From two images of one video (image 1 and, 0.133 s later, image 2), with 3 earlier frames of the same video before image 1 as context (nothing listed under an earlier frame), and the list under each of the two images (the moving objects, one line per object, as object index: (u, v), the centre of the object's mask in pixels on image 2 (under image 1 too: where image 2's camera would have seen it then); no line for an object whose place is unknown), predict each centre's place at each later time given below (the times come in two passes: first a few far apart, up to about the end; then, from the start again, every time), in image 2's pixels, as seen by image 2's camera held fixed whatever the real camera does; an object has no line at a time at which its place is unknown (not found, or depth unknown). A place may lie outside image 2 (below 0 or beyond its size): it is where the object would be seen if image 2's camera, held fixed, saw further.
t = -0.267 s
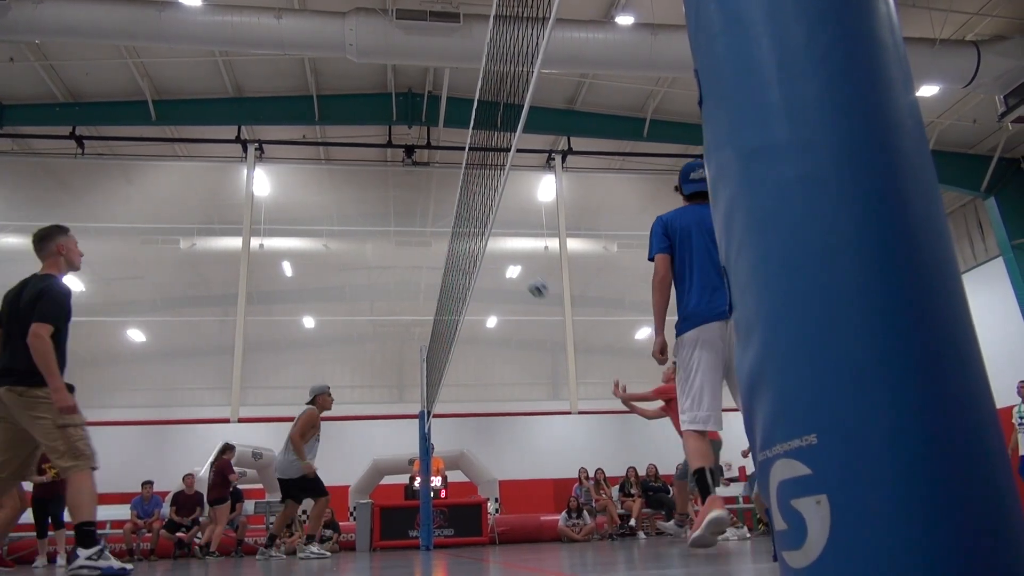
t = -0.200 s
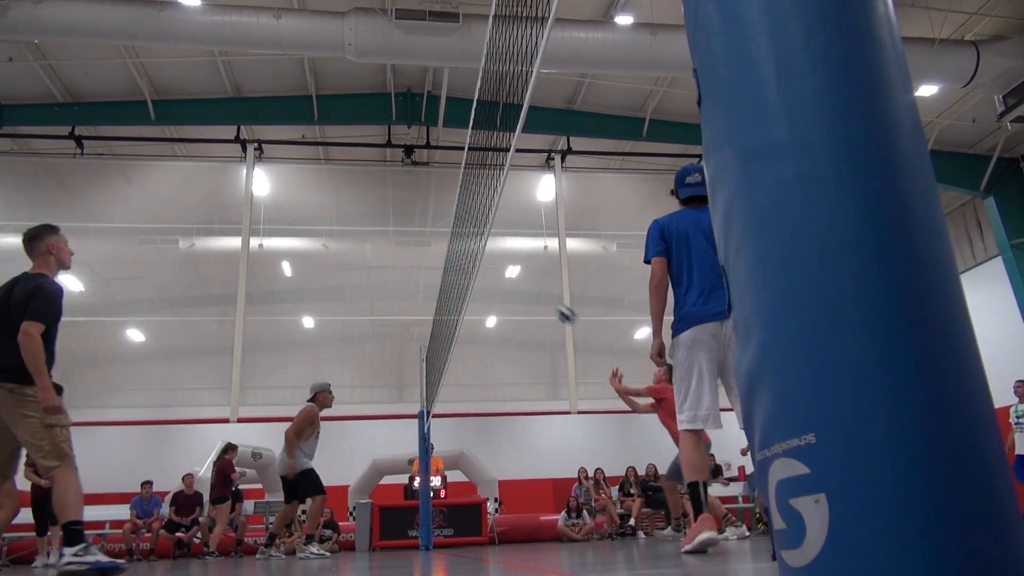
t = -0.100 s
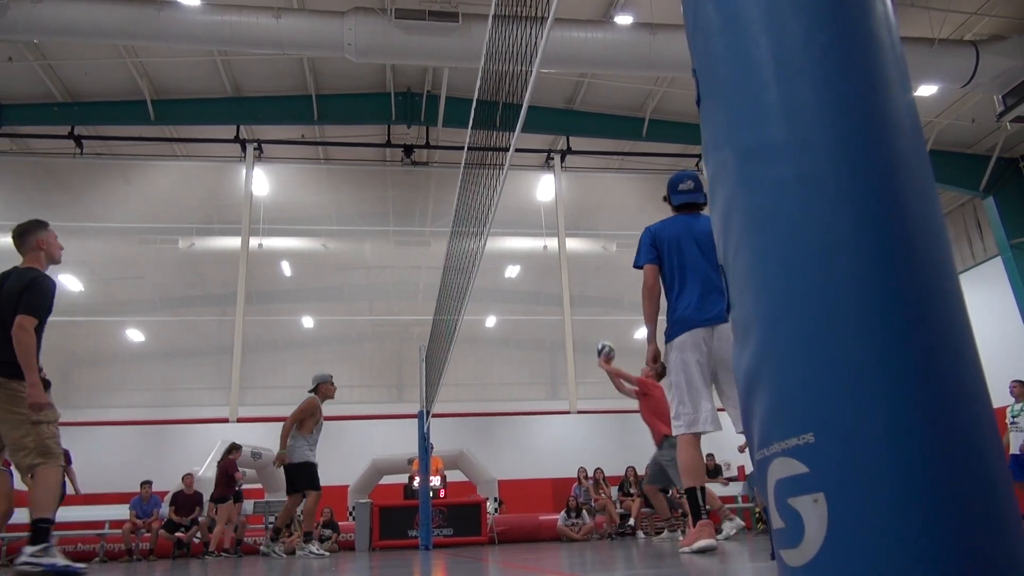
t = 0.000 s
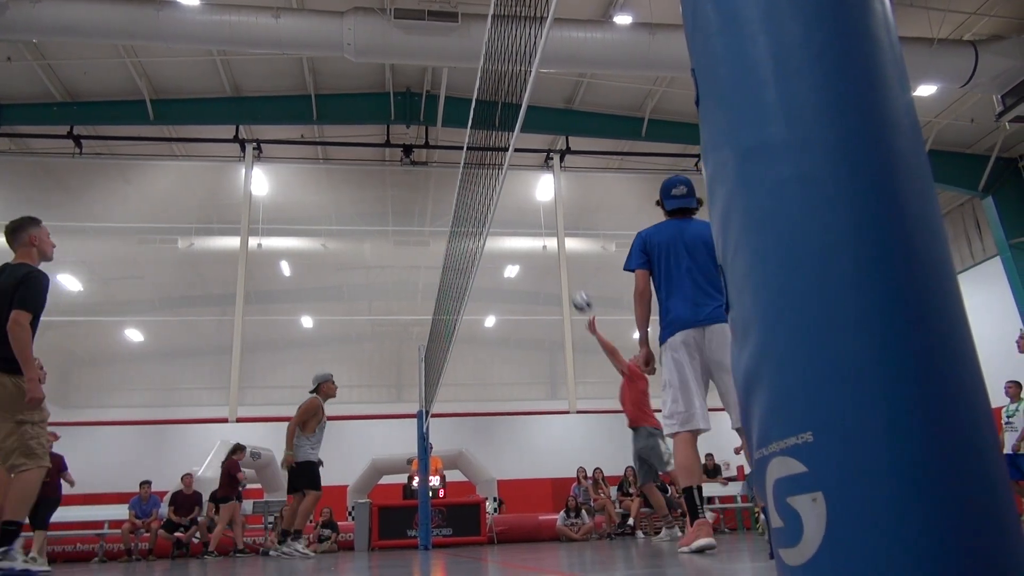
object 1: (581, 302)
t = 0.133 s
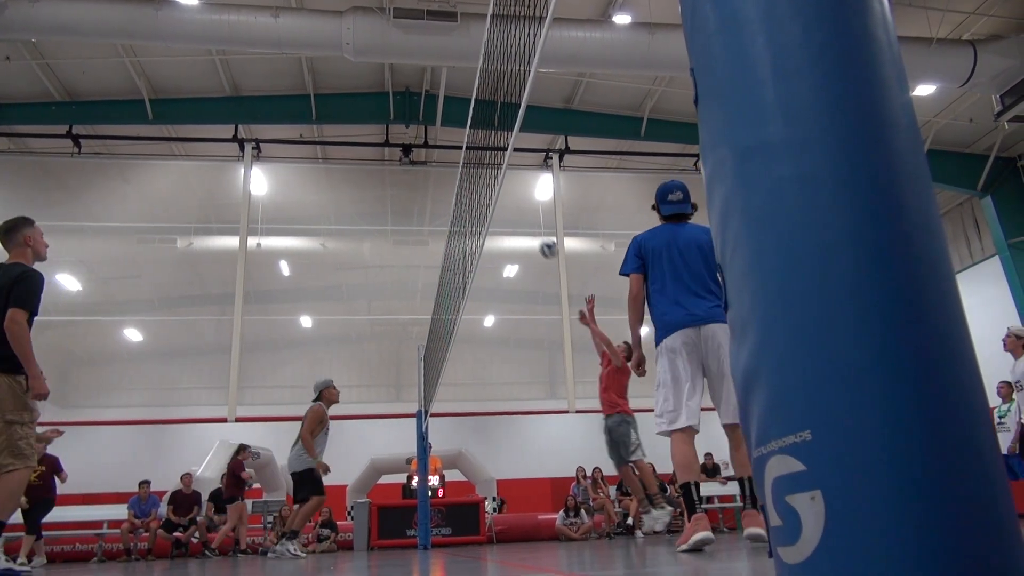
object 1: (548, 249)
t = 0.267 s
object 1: (517, 212)
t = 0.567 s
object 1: (450, 179)
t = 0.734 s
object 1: (415, 194)
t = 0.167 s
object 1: (540, 238)
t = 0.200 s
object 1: (533, 228)
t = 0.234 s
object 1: (525, 219)
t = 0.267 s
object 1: (517, 212)
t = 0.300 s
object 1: (510, 205)
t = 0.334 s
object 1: (504, 199)
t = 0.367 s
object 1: (495, 194)
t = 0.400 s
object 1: (488, 189)
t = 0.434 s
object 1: (480, 185)
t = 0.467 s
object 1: (474, 182)
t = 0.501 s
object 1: (466, 181)
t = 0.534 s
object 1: (458, 180)
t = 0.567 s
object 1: (450, 179)
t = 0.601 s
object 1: (444, 181)
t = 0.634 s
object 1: (437, 183)
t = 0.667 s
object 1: (429, 186)
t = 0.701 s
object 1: (423, 189)
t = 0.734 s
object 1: (415, 194)
